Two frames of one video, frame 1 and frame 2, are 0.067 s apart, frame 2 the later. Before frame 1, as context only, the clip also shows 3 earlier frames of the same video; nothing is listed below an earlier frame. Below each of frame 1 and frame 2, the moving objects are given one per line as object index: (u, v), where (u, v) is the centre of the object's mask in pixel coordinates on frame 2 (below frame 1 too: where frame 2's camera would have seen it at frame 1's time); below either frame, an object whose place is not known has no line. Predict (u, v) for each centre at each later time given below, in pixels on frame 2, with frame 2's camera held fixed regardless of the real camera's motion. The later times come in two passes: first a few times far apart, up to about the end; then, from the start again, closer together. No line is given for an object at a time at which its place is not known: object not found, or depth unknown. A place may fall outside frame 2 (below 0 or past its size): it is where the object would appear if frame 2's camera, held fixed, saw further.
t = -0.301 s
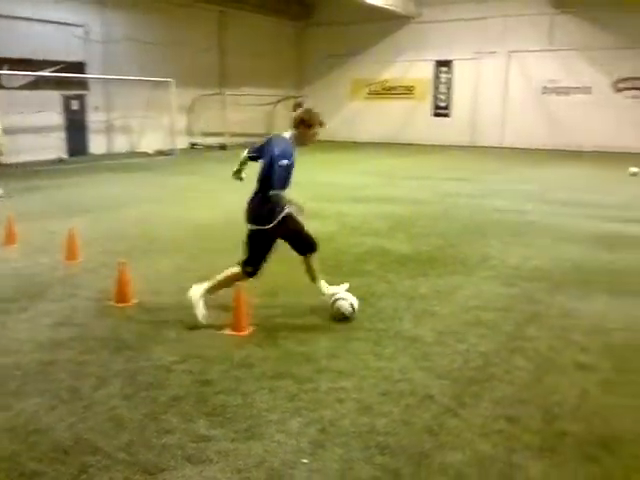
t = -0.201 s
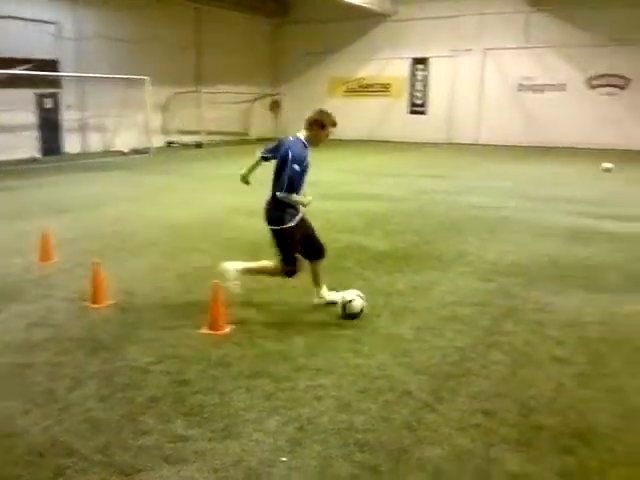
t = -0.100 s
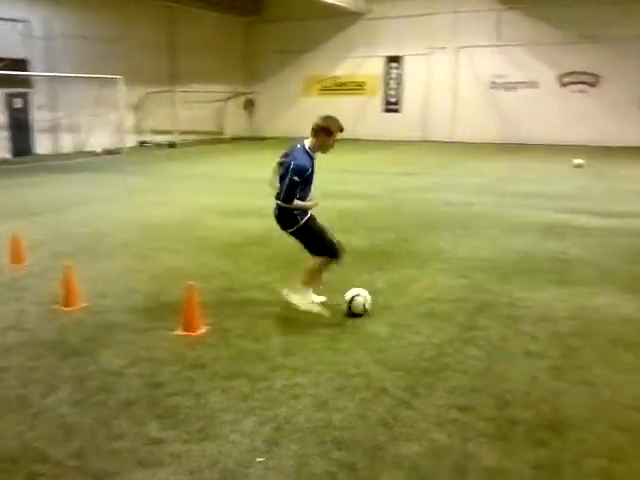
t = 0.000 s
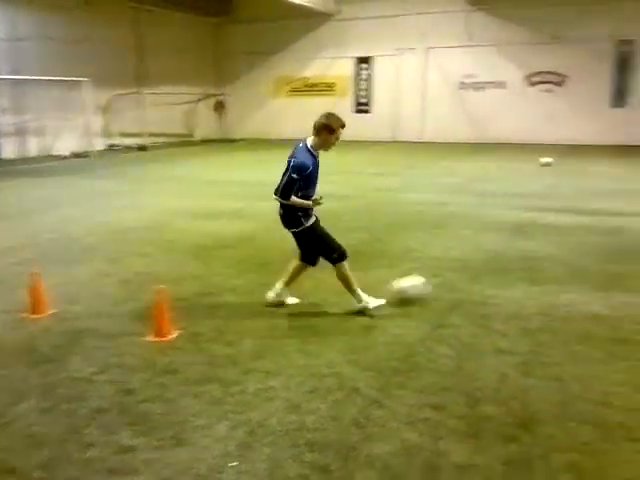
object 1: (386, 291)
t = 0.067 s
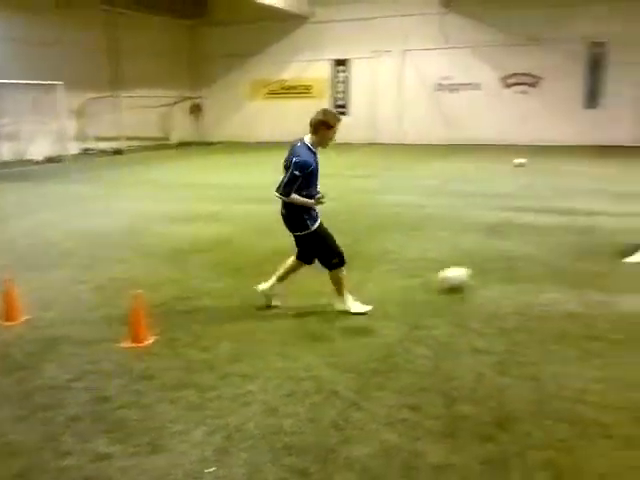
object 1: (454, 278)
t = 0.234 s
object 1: (582, 256)
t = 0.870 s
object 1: (637, 70)
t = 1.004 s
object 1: (627, 58)
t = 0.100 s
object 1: (485, 273)
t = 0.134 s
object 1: (511, 269)
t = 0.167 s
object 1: (537, 264)
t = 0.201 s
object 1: (561, 259)
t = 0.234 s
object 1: (582, 256)
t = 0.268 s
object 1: (601, 251)
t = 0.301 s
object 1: (619, 246)
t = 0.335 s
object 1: (635, 239)
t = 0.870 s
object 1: (637, 70)
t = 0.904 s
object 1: (634, 65)
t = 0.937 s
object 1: (632, 62)
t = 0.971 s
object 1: (629, 59)
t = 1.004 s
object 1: (627, 58)
